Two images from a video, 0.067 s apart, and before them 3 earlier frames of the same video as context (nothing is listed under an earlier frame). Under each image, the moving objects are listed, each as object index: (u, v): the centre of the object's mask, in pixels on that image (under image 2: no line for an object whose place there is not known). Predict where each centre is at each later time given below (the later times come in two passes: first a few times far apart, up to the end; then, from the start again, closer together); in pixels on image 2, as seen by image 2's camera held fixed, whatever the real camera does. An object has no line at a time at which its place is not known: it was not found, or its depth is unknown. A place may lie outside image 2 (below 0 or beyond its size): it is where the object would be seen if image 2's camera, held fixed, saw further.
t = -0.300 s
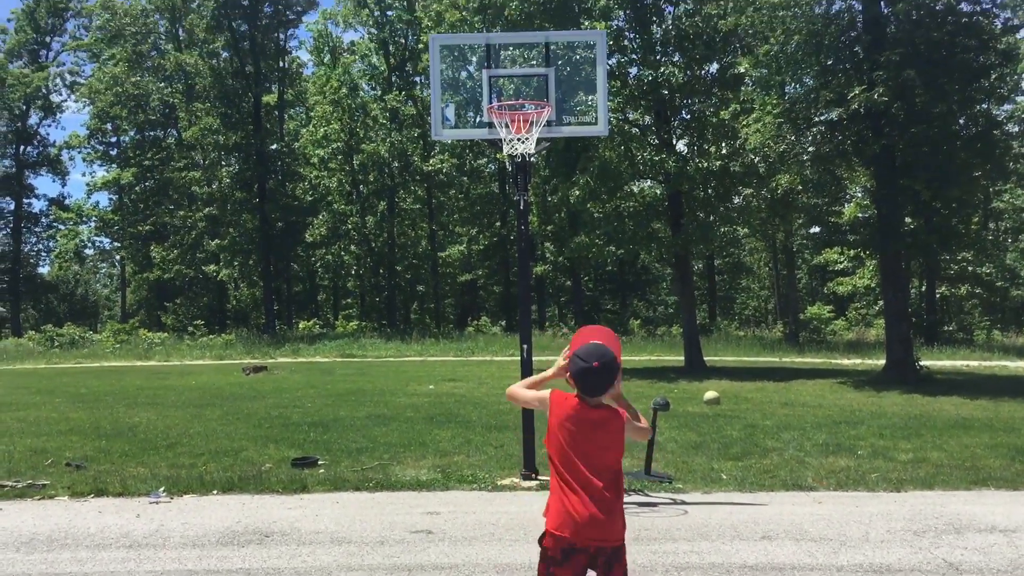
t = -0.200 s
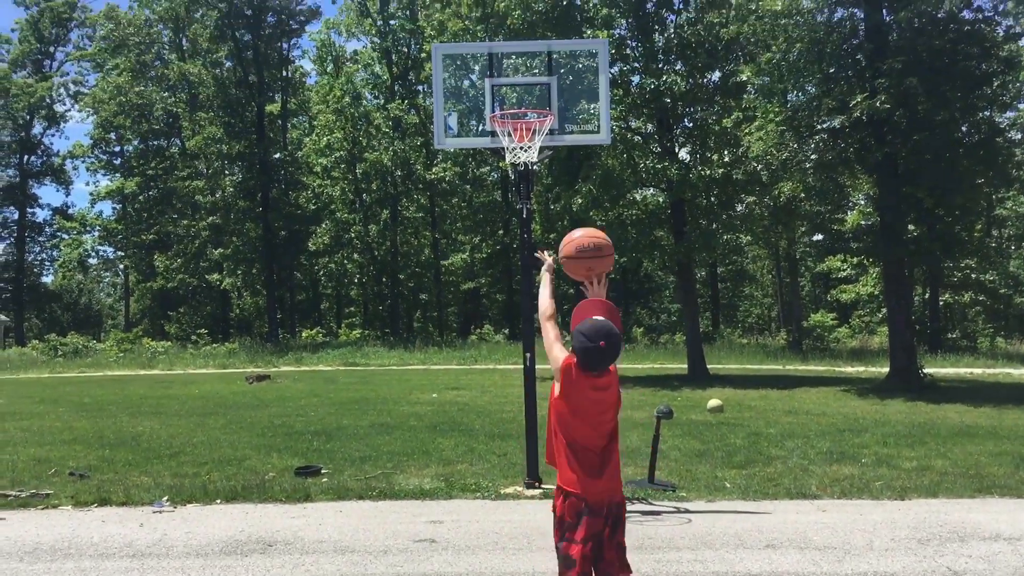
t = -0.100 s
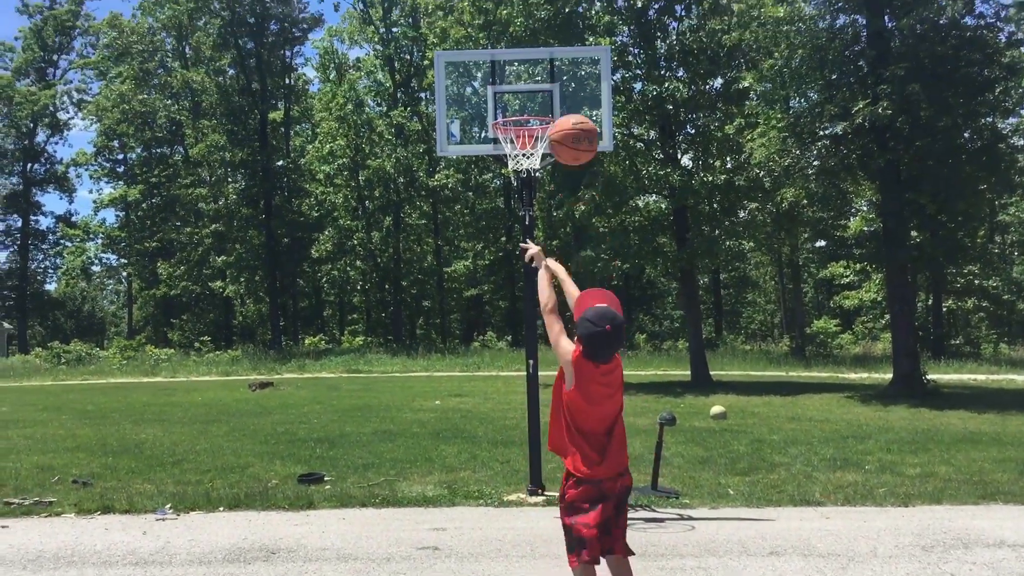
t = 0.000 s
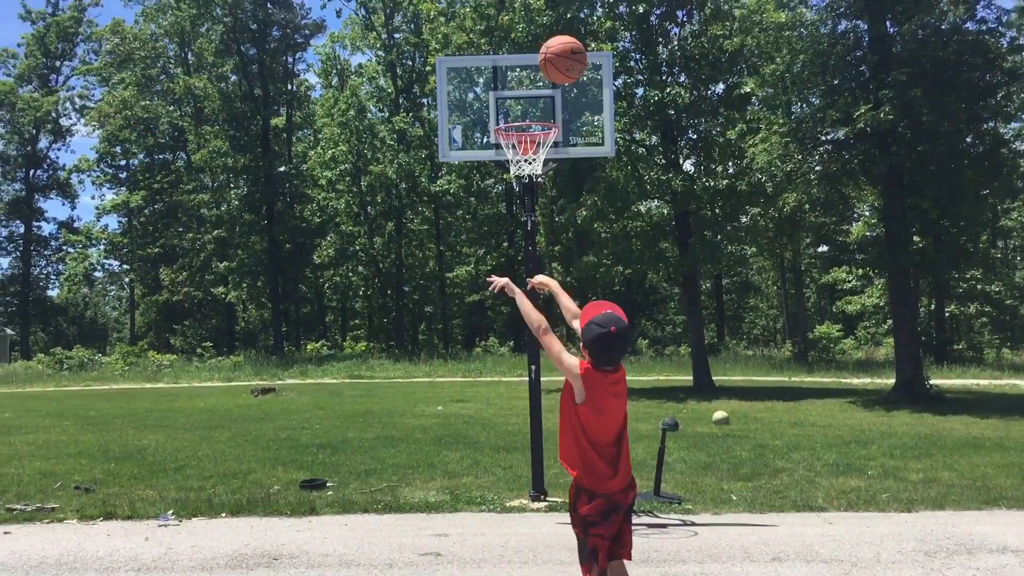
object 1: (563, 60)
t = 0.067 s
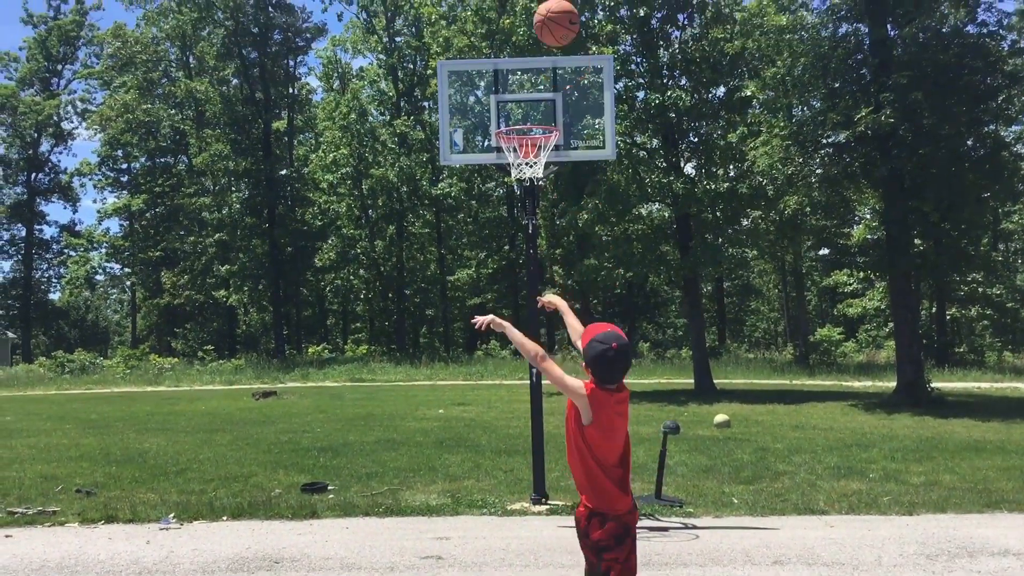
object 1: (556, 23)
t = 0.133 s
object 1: (550, 5)
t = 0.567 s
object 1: (526, 9)
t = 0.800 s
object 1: (520, 115)
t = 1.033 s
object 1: (549, 142)
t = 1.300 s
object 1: (524, 188)
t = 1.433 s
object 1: (512, 237)
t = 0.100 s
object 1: (553, 12)
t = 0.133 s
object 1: (550, 5)
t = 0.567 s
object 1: (526, 9)
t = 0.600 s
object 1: (525, 22)
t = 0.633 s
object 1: (524, 35)
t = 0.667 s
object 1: (523, 49)
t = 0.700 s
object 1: (522, 65)
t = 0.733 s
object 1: (521, 82)
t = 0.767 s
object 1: (521, 99)
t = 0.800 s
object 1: (520, 115)
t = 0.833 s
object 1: (521, 133)
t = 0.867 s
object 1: (531, 146)
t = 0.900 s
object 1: (540, 157)
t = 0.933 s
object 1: (549, 160)
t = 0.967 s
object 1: (550, 154)
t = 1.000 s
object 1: (551, 147)
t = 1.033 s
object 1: (549, 142)
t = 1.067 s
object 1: (546, 147)
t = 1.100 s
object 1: (542, 152)
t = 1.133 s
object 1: (539, 156)
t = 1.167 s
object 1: (536, 160)
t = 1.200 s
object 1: (532, 165)
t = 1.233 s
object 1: (529, 171)
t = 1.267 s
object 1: (526, 179)
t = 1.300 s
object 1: (524, 188)
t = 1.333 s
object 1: (521, 198)
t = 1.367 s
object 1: (518, 210)
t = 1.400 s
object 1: (515, 223)
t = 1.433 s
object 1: (512, 237)
